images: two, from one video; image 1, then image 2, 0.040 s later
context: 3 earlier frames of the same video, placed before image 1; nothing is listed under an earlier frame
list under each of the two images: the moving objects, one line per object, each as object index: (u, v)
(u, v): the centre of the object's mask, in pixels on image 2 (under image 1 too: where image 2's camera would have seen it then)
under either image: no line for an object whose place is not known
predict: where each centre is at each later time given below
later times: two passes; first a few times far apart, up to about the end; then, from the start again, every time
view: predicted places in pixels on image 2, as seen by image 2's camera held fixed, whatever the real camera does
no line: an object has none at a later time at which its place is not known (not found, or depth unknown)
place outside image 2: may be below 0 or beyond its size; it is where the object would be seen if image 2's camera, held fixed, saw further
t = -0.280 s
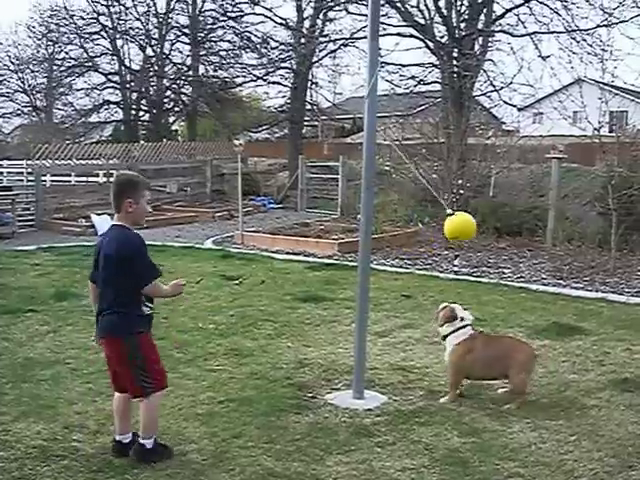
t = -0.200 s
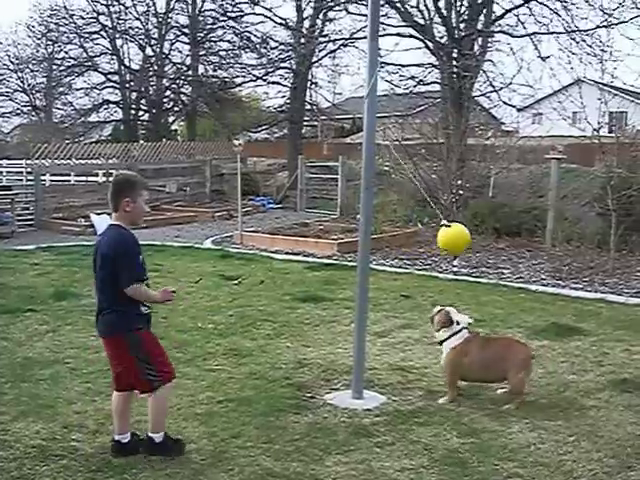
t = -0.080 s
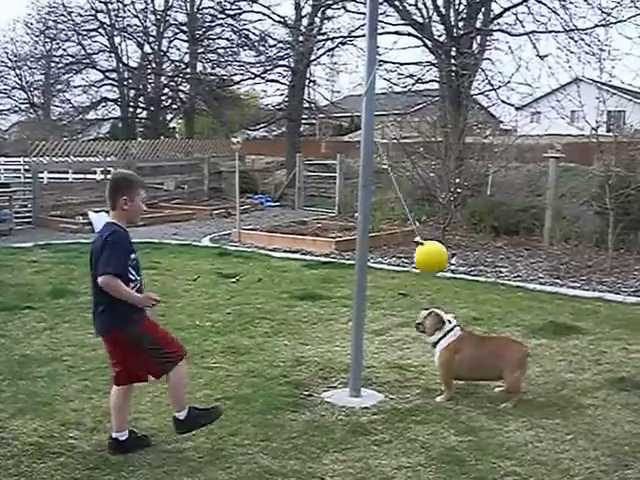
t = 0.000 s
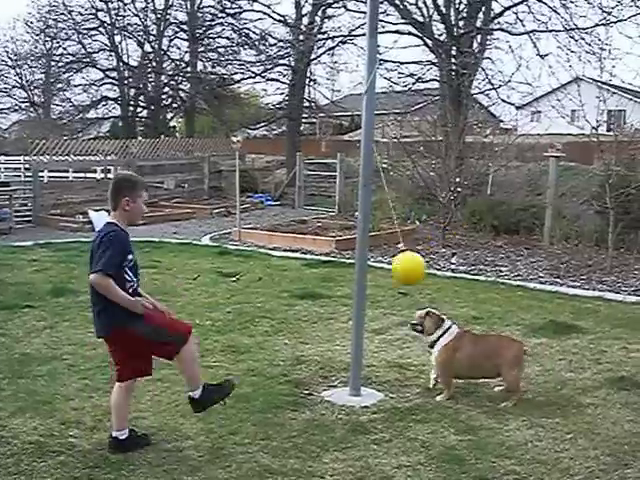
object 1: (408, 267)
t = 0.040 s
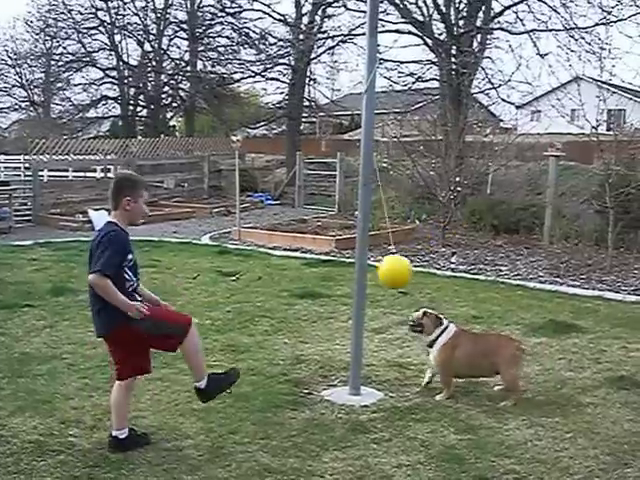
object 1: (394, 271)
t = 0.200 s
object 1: (362, 269)
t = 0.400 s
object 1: (338, 253)
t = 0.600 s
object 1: (327, 253)
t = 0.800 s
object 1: (336, 264)
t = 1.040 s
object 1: (315, 253)
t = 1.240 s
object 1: (315, 250)
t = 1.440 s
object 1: (338, 262)
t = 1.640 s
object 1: (327, 256)
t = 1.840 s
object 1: (332, 260)
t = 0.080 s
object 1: (380, 273)
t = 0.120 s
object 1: (373, 274)
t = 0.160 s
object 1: (367, 272)
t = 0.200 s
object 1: (362, 269)
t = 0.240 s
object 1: (357, 266)
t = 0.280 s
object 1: (352, 263)
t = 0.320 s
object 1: (347, 259)
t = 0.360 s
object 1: (343, 255)
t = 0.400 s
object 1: (338, 253)
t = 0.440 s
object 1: (335, 252)
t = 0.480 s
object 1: (331, 251)
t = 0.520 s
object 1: (329, 251)
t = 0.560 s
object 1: (328, 251)
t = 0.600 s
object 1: (327, 253)
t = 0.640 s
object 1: (327, 255)
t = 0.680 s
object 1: (327, 257)
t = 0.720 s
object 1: (329, 259)
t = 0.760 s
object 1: (333, 262)
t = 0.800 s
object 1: (336, 264)
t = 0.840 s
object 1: (342, 266)
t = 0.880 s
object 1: (336, 265)
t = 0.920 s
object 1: (329, 261)
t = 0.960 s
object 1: (324, 258)
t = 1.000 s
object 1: (319, 255)
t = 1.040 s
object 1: (315, 253)
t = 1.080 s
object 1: (313, 252)
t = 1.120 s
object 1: (311, 251)
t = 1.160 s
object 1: (311, 250)
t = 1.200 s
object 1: (312, 250)
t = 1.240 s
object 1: (315, 250)
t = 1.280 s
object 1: (317, 251)
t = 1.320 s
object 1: (321, 253)
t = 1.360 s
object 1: (326, 257)
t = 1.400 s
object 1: (331, 260)
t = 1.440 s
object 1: (338, 262)
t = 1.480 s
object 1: (334, 260)
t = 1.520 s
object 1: (331, 259)
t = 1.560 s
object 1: (329, 258)
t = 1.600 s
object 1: (327, 256)
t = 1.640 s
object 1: (327, 256)
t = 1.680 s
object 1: (326, 256)
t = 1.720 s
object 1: (326, 256)
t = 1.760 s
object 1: (328, 257)
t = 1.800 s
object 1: (329, 259)
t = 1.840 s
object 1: (332, 260)
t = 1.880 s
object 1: (336, 263)
